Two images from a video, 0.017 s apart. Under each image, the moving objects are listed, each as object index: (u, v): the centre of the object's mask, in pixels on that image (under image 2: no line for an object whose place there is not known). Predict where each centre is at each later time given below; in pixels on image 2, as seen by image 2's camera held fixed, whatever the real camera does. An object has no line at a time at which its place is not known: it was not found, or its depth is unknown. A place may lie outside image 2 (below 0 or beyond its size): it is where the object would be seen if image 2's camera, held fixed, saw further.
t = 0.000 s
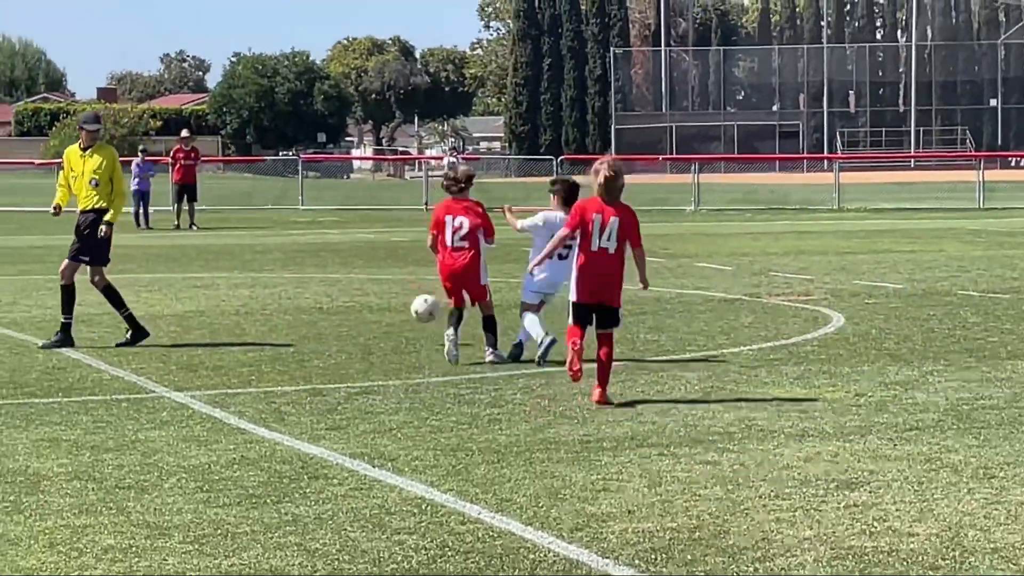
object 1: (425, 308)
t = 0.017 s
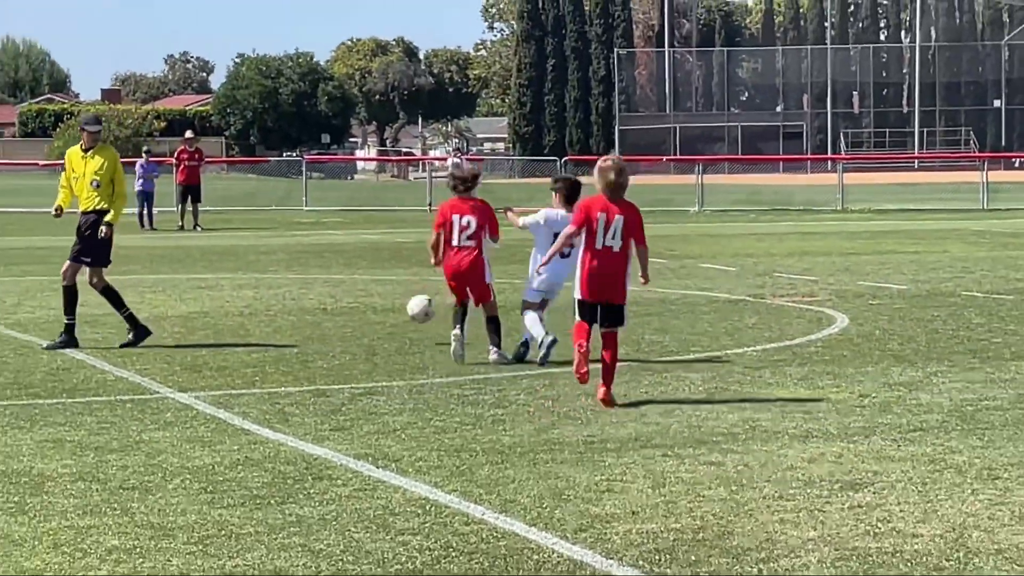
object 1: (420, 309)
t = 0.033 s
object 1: (413, 307)
